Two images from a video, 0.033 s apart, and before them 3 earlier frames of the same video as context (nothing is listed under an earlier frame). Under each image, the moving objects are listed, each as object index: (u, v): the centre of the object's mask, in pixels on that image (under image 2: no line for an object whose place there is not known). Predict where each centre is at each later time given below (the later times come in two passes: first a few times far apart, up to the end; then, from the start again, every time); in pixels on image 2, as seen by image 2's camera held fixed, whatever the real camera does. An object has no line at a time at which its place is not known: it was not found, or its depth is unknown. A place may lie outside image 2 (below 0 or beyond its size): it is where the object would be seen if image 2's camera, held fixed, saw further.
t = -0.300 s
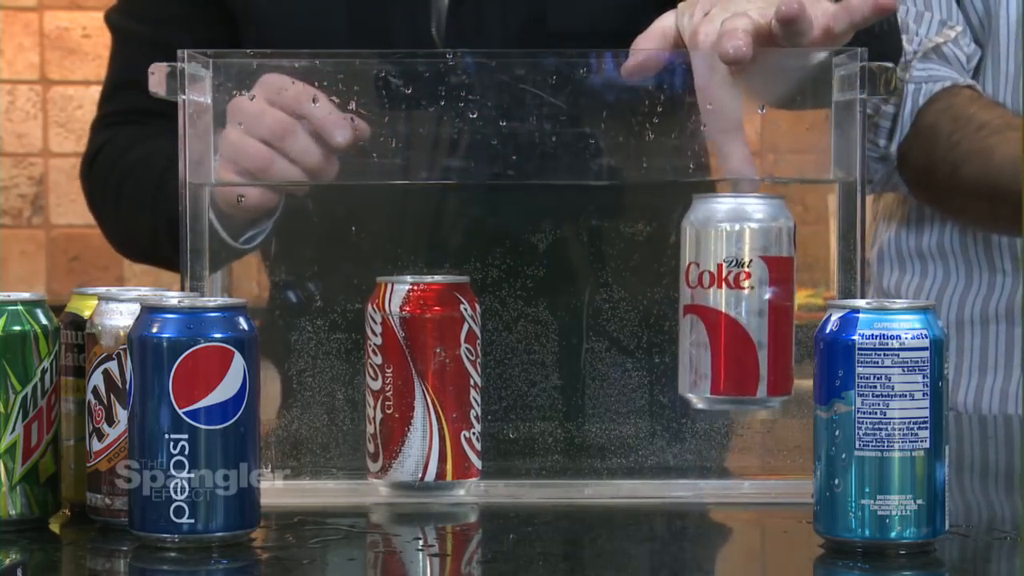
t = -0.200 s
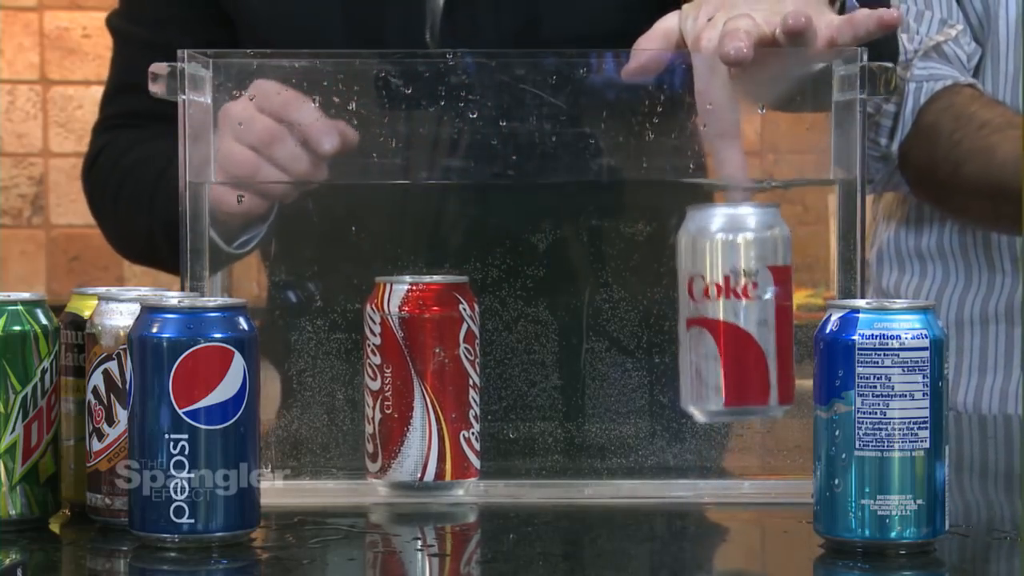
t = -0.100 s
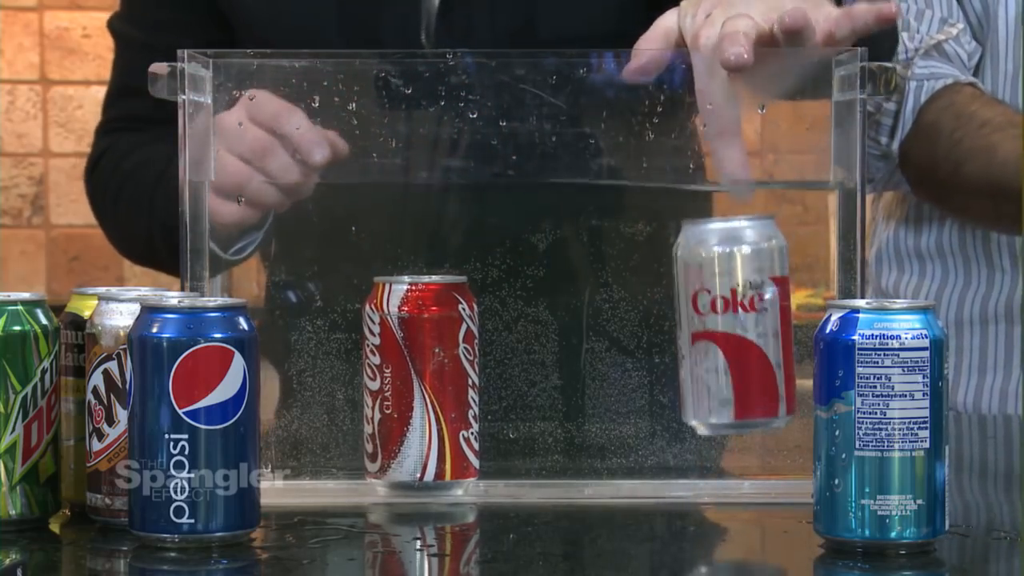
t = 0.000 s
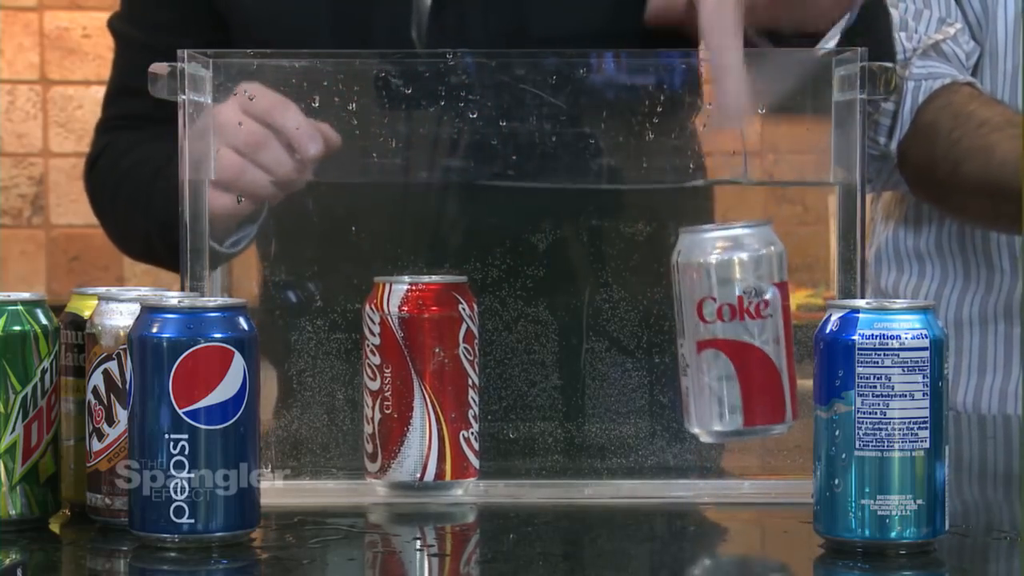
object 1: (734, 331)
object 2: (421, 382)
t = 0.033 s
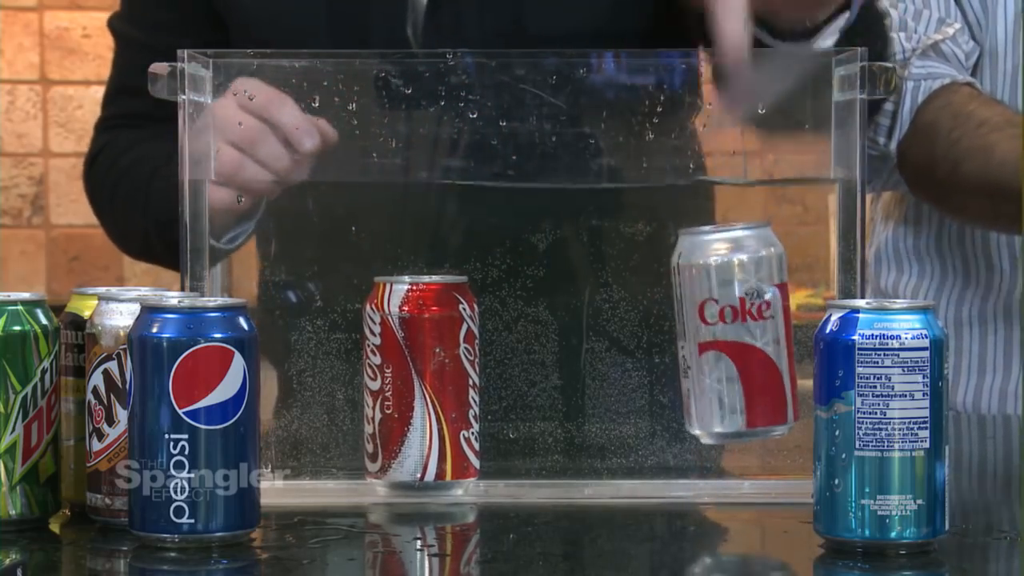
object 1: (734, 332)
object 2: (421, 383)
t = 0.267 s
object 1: (733, 333)
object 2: (424, 382)
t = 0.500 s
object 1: (730, 320)
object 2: (419, 382)
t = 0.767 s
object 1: (726, 287)
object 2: (418, 382)
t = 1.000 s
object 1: (730, 263)
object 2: (419, 383)
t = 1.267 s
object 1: (726, 290)
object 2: (416, 383)
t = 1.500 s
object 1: (724, 298)
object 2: (412, 383)
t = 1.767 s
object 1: (728, 282)
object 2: (415, 382)
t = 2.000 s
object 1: (728, 274)
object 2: (410, 381)
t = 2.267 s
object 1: (724, 287)
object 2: (407, 382)
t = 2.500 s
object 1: (727, 291)
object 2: (407, 382)
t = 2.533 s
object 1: (727, 290)
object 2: (406, 382)
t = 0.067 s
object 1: (734, 333)
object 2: (422, 382)
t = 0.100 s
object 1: (734, 334)
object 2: (422, 382)
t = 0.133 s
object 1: (734, 334)
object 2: (423, 382)
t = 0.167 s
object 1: (734, 334)
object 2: (423, 382)
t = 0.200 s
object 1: (734, 334)
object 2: (423, 382)
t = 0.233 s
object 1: (734, 334)
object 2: (424, 382)
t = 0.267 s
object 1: (733, 333)
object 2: (424, 382)
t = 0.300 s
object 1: (733, 332)
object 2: (424, 382)
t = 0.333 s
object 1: (733, 331)
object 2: (423, 382)
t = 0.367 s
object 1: (733, 329)
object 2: (423, 382)
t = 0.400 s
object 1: (732, 326)
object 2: (422, 382)
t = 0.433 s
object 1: (732, 325)
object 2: (421, 381)
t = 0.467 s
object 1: (731, 322)
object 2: (420, 382)
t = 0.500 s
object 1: (730, 320)
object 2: (419, 382)
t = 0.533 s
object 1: (729, 316)
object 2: (419, 382)
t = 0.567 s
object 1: (729, 314)
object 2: (418, 382)
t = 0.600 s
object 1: (728, 311)
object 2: (418, 382)
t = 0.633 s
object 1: (727, 306)
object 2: (417, 382)
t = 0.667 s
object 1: (726, 301)
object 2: (417, 382)
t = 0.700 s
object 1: (726, 297)
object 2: (417, 382)
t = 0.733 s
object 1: (726, 293)
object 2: (417, 382)
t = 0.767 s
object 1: (726, 287)
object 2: (418, 382)
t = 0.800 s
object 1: (726, 280)
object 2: (418, 382)
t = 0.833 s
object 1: (727, 277)
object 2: (419, 382)
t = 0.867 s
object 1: (727, 271)
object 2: (419, 382)
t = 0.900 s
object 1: (728, 268)
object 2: (419, 382)
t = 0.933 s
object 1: (728, 265)
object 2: (419, 383)
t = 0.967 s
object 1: (729, 264)
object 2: (419, 383)
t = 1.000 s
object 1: (730, 263)
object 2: (419, 383)
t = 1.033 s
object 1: (730, 263)
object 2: (419, 383)
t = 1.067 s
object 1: (730, 266)
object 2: (419, 383)
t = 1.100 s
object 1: (730, 269)
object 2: (419, 383)
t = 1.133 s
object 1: (730, 272)
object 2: (418, 383)
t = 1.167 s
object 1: (729, 276)
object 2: (418, 383)
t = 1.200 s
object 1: (728, 281)
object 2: (417, 383)
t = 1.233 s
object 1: (727, 286)
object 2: (416, 382)
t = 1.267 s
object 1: (726, 290)
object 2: (416, 383)
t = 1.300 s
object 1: (724, 293)
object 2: (415, 383)
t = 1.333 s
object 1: (724, 295)
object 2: (414, 383)
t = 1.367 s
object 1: (723, 296)
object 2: (413, 383)
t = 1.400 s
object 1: (723, 298)
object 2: (413, 383)
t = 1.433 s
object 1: (723, 299)
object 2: (412, 383)
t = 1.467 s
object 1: (723, 299)
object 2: (412, 383)
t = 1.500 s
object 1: (724, 298)
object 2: (412, 383)
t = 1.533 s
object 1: (725, 299)
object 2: (412, 383)
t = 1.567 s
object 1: (726, 298)
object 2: (413, 383)
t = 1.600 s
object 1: (727, 295)
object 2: (413, 383)
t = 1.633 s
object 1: (727, 293)
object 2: (414, 383)
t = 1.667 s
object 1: (728, 291)
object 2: (414, 383)
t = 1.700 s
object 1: (728, 288)
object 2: (415, 382)
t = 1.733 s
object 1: (728, 284)
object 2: (415, 382)
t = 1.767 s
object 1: (728, 282)
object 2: (415, 382)
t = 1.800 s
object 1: (728, 280)
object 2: (415, 382)
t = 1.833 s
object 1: (728, 279)
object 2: (414, 382)
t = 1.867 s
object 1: (728, 278)
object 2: (414, 382)
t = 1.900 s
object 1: (729, 276)
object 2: (413, 382)
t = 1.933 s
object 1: (729, 275)
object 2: (412, 382)
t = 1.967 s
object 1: (729, 274)
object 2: (411, 382)
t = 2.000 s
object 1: (728, 274)
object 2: (410, 381)
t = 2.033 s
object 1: (728, 275)
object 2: (409, 382)
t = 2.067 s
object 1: (727, 275)
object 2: (408, 382)
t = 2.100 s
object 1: (727, 276)
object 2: (408, 382)
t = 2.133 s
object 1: (726, 278)
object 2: (407, 382)
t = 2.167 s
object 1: (725, 280)
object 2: (407, 382)
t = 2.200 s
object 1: (725, 282)
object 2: (407, 382)
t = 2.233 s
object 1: (725, 284)
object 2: (407, 382)
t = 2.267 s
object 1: (724, 287)
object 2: (407, 382)
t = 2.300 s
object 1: (725, 289)
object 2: (407, 382)
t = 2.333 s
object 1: (725, 290)
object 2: (407, 382)
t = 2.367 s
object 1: (725, 290)
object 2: (407, 383)
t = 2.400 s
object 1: (726, 291)
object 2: (407, 383)
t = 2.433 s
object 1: (726, 290)
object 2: (407, 383)
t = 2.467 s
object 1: (726, 292)
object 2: (407, 383)
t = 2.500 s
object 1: (727, 291)
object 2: (407, 382)
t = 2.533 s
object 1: (727, 290)
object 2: (406, 382)
